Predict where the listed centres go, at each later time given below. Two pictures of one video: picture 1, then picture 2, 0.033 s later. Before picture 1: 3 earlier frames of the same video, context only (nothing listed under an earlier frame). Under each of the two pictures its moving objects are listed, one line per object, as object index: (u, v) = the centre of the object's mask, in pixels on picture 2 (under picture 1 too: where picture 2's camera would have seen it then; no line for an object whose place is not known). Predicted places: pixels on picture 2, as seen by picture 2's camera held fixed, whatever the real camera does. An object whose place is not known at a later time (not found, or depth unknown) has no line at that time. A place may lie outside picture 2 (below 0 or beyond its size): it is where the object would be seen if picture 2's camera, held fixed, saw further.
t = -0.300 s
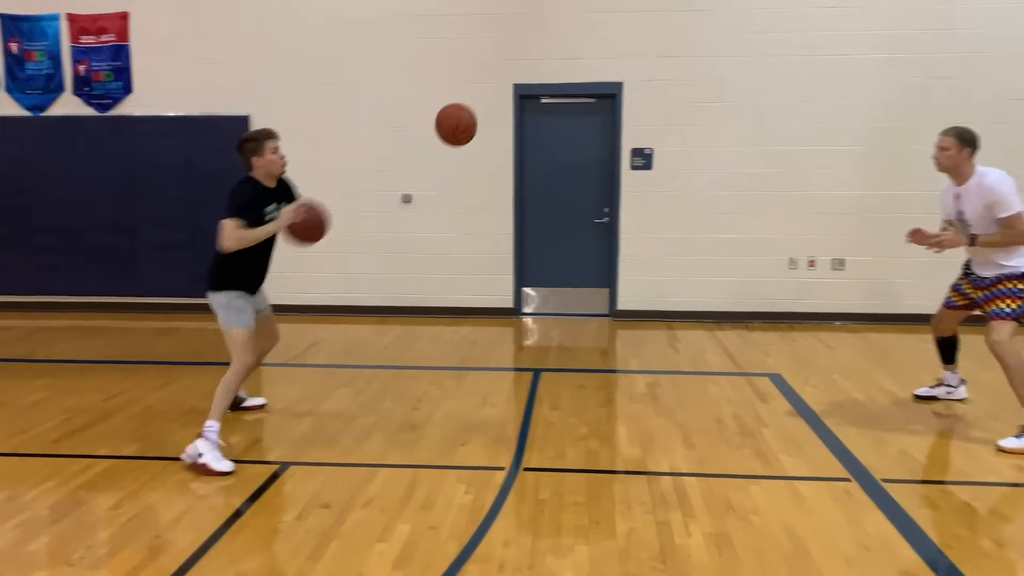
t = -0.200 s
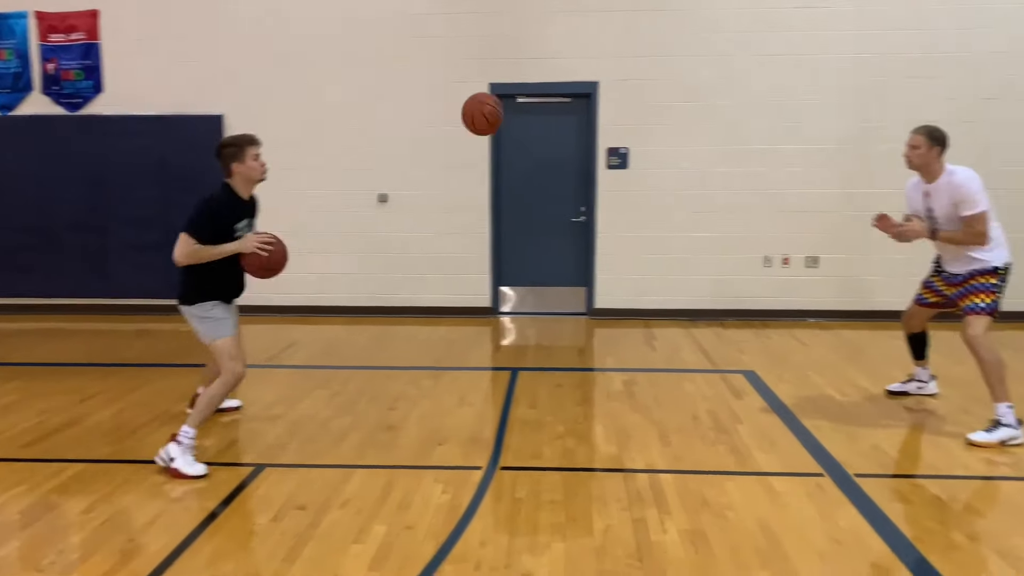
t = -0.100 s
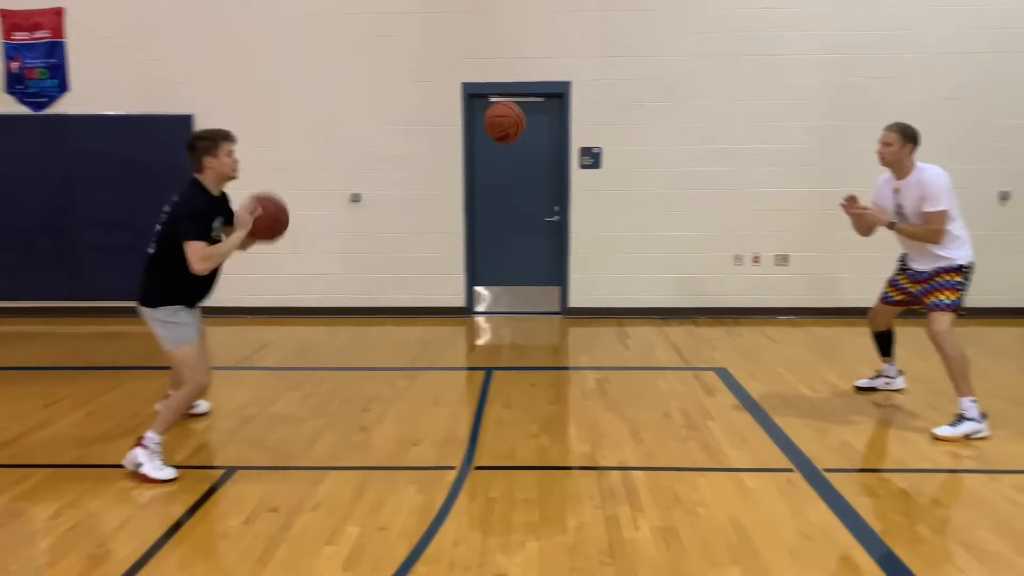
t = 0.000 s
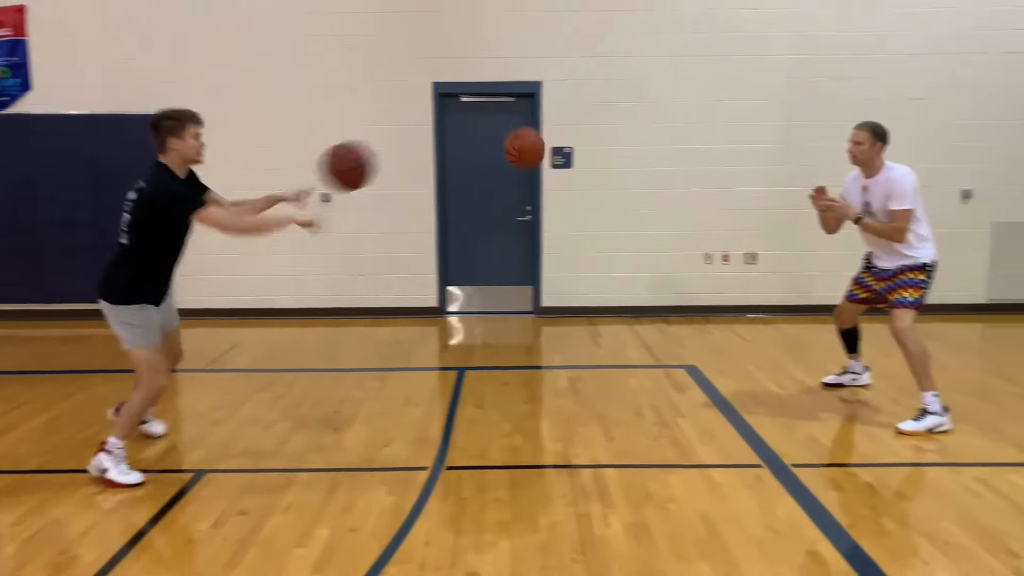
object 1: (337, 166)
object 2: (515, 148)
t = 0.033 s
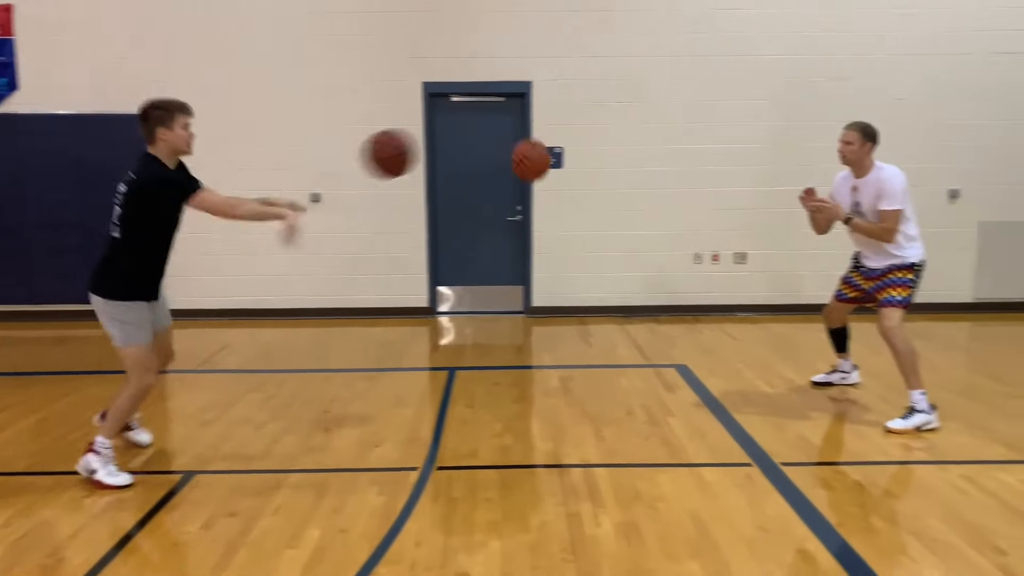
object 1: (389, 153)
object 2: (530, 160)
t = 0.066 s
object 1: (438, 143)
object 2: (546, 174)
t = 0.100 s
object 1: (488, 134)
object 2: (560, 189)
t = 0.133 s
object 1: (537, 128)
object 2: (577, 207)
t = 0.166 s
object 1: (582, 124)
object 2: (592, 226)
